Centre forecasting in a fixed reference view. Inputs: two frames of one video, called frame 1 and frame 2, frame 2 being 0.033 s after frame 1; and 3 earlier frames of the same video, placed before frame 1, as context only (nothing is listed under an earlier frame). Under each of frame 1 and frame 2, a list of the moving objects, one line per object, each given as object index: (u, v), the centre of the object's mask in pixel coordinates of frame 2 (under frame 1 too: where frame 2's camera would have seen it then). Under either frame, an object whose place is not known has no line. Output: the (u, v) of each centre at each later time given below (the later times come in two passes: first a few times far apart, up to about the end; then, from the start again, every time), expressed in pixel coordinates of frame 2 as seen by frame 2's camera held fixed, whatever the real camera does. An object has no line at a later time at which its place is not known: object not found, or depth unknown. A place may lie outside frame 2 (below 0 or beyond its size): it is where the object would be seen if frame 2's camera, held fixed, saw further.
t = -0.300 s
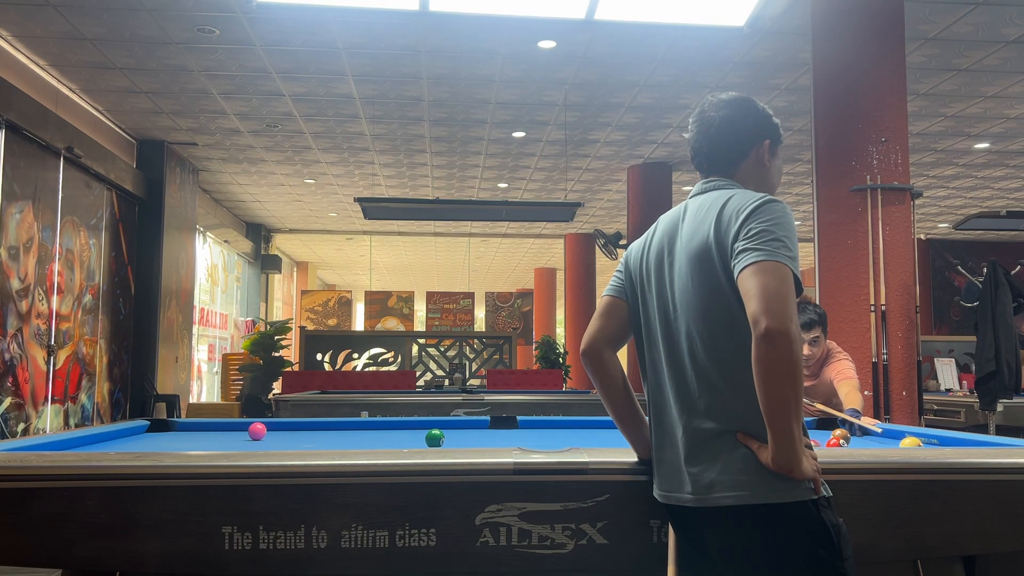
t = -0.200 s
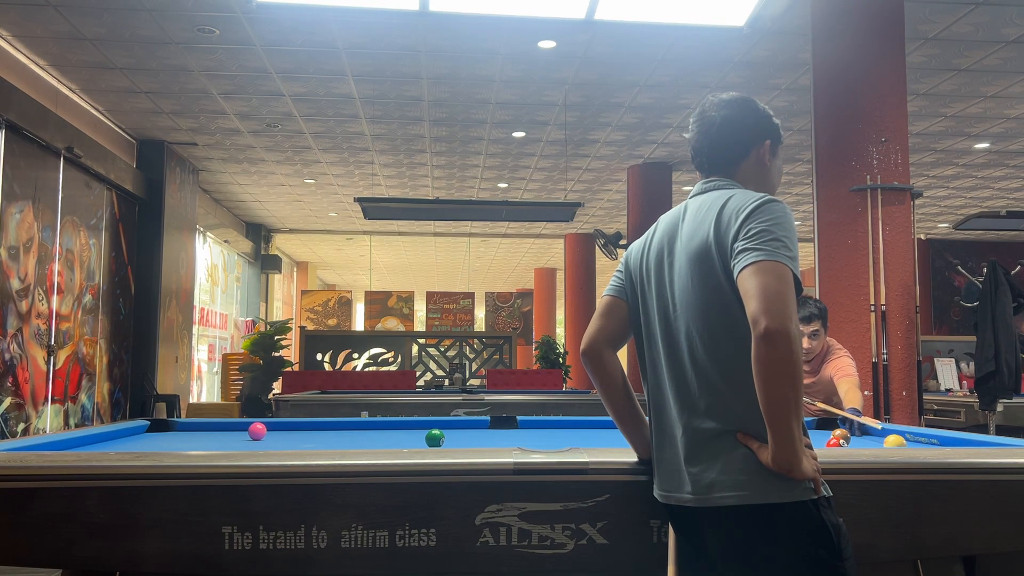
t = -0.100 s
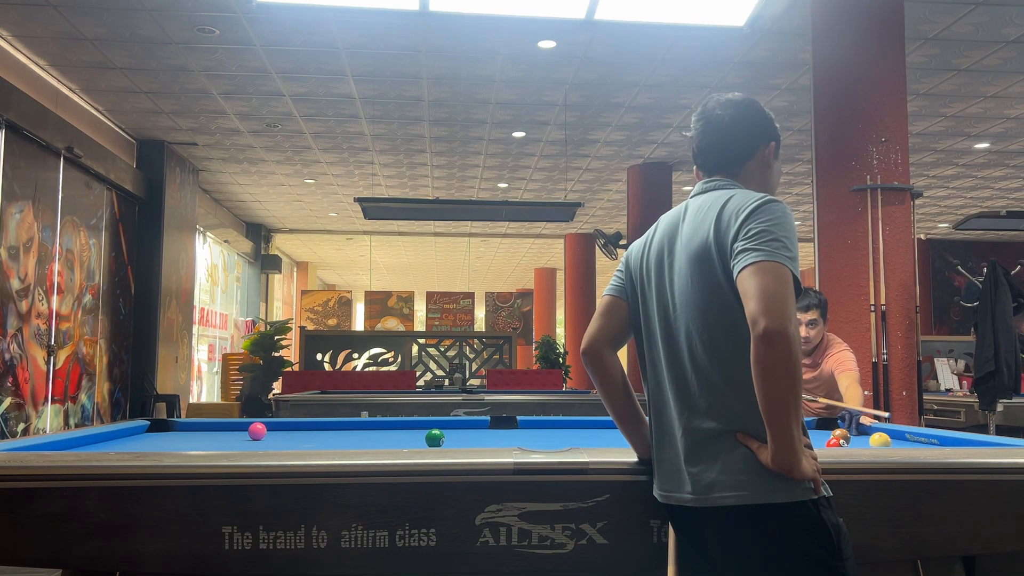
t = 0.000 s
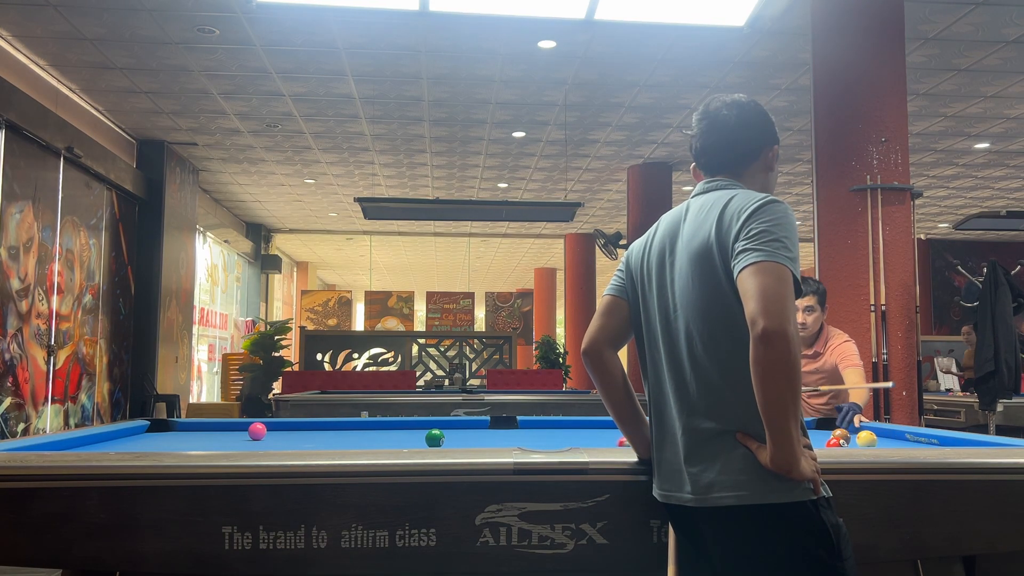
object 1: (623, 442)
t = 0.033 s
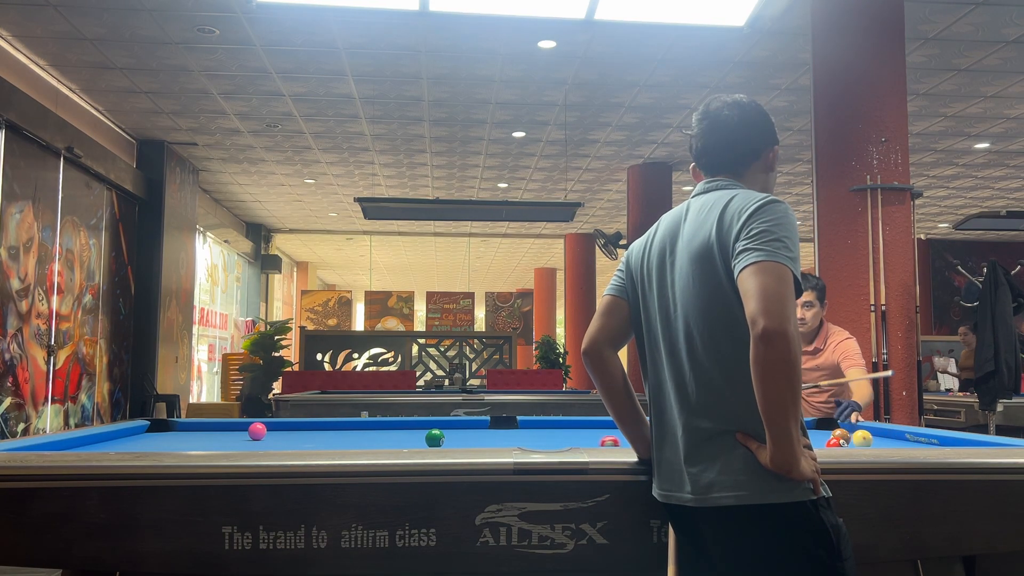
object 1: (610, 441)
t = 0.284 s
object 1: (483, 440)
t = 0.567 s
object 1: (347, 441)
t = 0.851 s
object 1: (219, 441)
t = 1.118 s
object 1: (105, 440)
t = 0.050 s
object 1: (601, 441)
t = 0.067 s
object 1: (592, 441)
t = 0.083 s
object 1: (584, 441)
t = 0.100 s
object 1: (575, 441)
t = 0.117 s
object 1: (566, 441)
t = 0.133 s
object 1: (558, 442)
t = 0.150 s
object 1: (549, 442)
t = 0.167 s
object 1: (541, 442)
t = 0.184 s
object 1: (532, 442)
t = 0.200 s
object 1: (525, 441)
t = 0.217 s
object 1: (516, 441)
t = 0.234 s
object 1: (508, 440)
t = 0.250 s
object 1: (499, 440)
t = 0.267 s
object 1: (491, 440)
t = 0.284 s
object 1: (483, 440)
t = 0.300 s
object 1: (475, 440)
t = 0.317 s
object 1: (467, 440)
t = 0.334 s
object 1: (458, 440)
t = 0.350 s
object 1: (450, 440)
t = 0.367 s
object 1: (441, 441)
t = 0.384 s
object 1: (434, 440)
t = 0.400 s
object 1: (427, 441)
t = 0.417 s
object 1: (418, 440)
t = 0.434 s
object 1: (410, 441)
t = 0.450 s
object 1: (402, 441)
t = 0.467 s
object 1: (394, 441)
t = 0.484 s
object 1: (386, 441)
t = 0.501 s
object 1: (378, 441)
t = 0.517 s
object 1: (371, 441)
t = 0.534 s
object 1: (363, 441)
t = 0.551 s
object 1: (355, 441)
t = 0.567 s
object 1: (347, 441)
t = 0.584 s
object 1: (339, 441)
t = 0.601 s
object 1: (332, 441)
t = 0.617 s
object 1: (324, 441)
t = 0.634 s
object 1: (316, 441)
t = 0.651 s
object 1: (309, 441)
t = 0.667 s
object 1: (301, 441)
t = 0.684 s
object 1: (293, 441)
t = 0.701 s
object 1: (286, 441)
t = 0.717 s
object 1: (278, 441)
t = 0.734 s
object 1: (270, 441)
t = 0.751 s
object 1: (263, 441)
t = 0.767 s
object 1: (256, 441)
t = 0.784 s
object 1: (248, 441)
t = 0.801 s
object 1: (241, 441)
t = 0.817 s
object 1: (233, 441)
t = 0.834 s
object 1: (226, 441)
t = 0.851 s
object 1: (219, 441)
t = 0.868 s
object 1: (211, 441)
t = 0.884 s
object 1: (204, 441)
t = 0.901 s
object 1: (197, 441)
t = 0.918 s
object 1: (190, 441)
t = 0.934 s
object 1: (182, 441)
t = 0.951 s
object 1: (175, 441)
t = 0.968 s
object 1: (168, 441)
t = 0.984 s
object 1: (161, 441)
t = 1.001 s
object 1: (154, 440)
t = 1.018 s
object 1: (147, 440)
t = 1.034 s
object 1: (140, 440)
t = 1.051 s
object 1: (133, 440)
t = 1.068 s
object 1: (126, 440)
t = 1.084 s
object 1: (119, 440)
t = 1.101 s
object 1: (112, 440)
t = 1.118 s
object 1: (105, 440)
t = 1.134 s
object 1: (99, 440)
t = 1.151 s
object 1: (92, 440)
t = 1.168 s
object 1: (85, 440)
